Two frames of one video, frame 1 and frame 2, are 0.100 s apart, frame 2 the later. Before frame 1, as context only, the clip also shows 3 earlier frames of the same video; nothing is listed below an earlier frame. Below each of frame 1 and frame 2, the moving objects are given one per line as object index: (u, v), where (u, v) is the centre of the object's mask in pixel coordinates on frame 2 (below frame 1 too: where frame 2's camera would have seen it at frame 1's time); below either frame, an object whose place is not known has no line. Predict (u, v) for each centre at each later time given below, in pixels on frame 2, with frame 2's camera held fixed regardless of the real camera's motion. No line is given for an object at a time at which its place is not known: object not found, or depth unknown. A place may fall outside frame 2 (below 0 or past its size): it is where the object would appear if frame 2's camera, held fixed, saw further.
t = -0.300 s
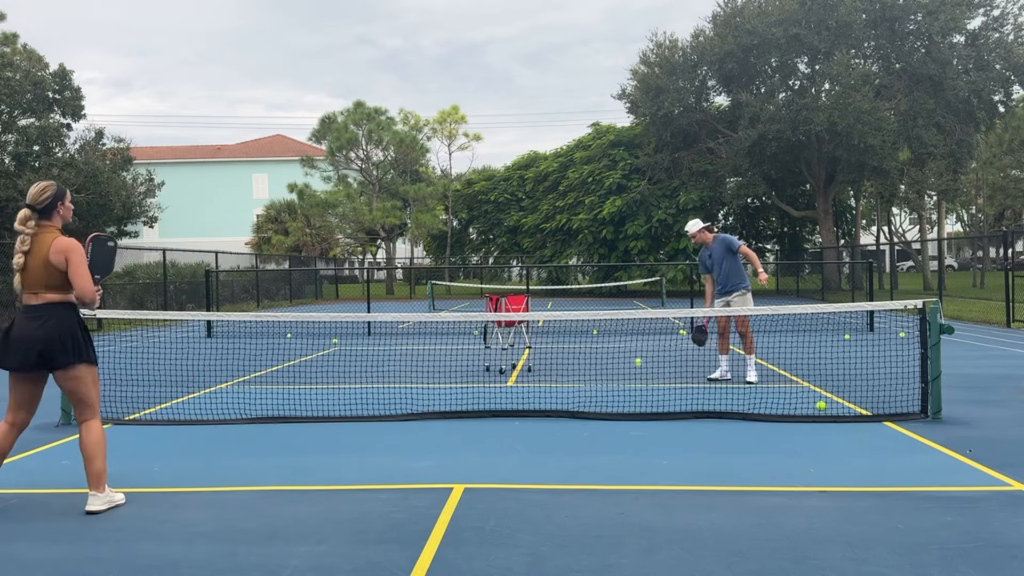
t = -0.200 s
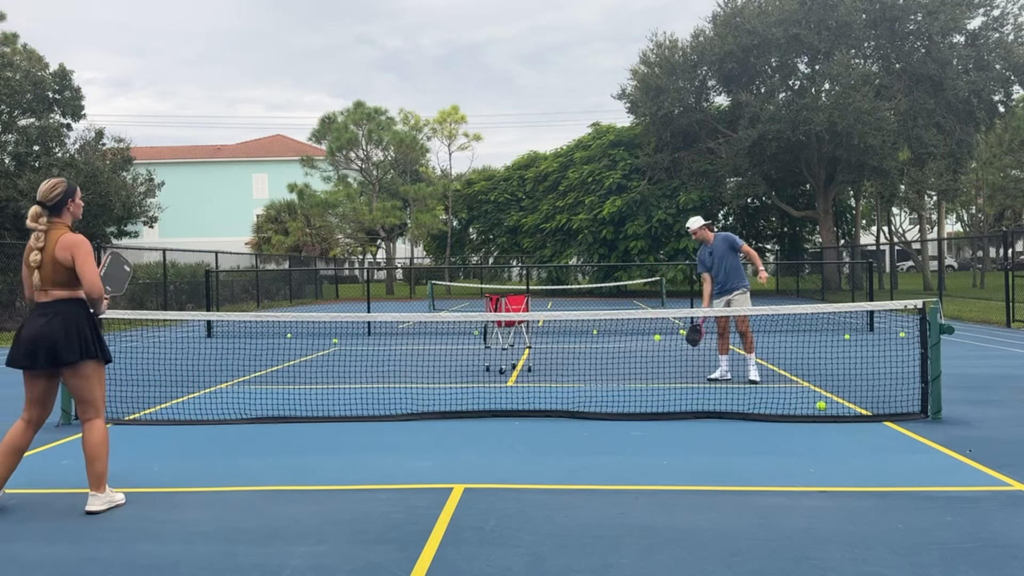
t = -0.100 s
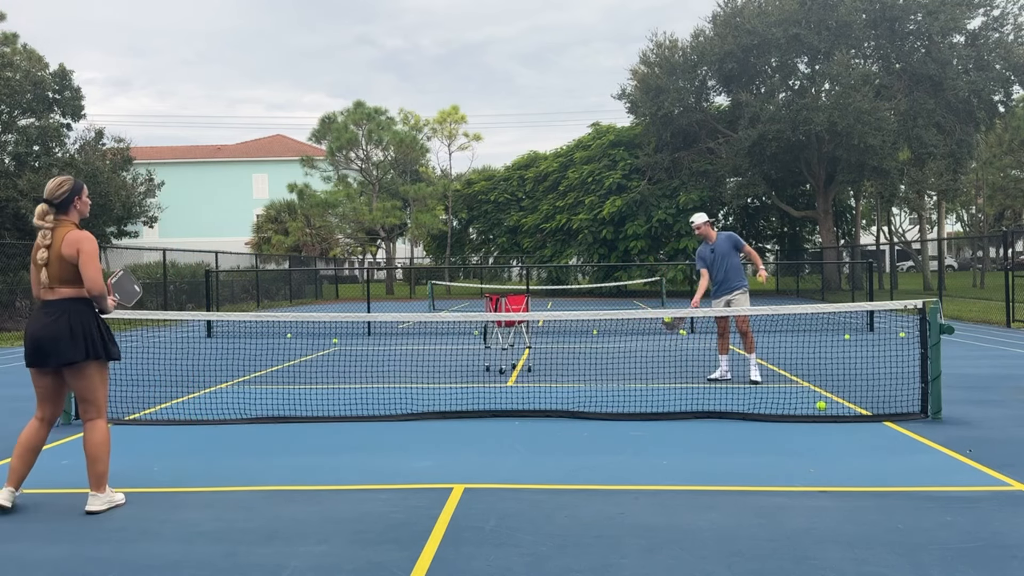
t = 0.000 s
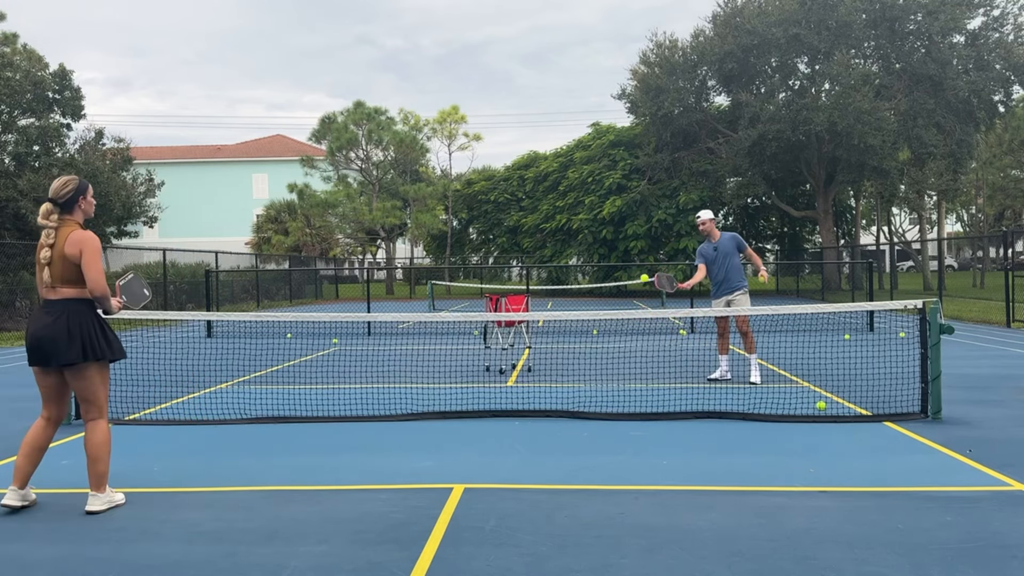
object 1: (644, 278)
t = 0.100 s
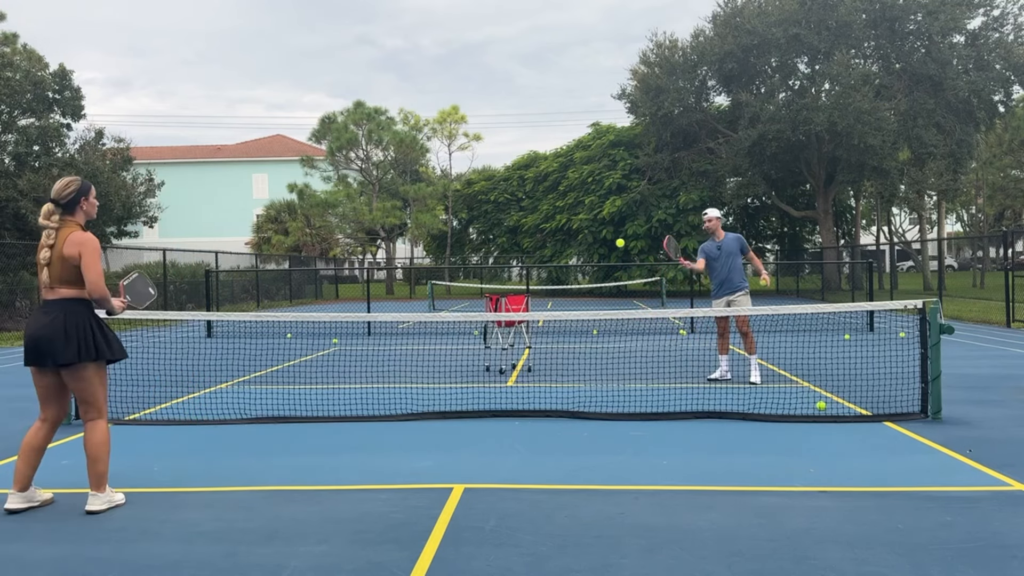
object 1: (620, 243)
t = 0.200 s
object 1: (593, 214)
